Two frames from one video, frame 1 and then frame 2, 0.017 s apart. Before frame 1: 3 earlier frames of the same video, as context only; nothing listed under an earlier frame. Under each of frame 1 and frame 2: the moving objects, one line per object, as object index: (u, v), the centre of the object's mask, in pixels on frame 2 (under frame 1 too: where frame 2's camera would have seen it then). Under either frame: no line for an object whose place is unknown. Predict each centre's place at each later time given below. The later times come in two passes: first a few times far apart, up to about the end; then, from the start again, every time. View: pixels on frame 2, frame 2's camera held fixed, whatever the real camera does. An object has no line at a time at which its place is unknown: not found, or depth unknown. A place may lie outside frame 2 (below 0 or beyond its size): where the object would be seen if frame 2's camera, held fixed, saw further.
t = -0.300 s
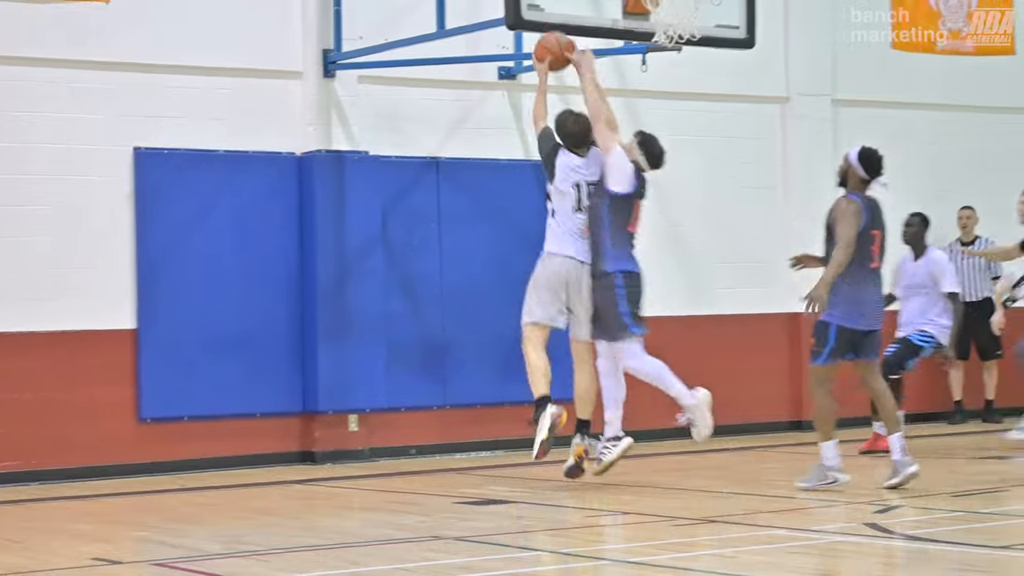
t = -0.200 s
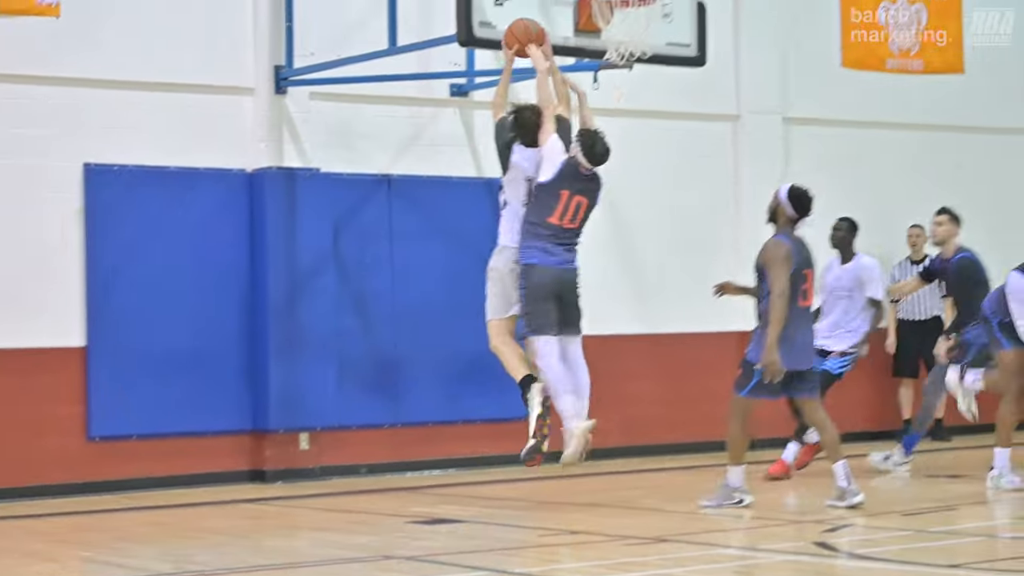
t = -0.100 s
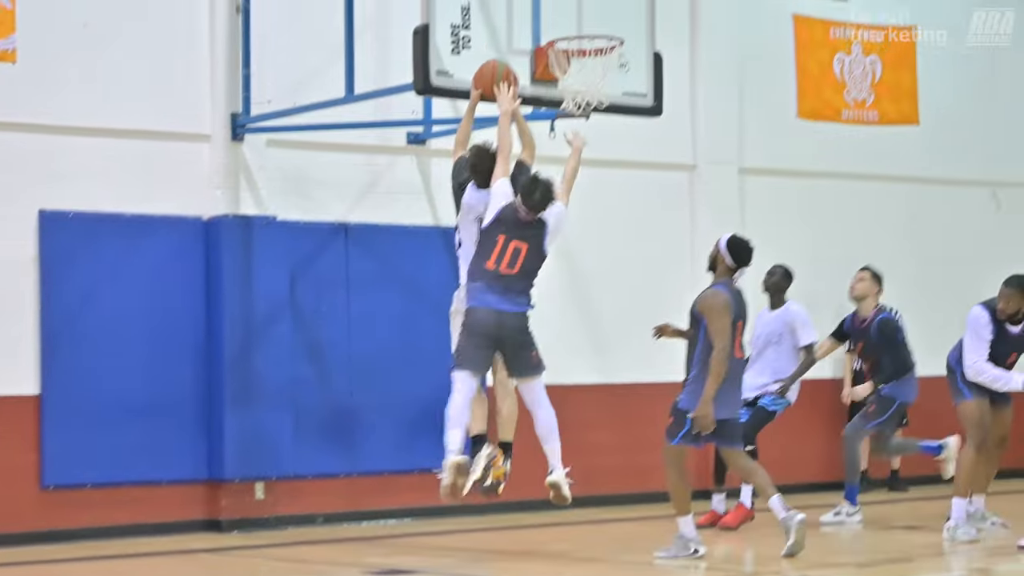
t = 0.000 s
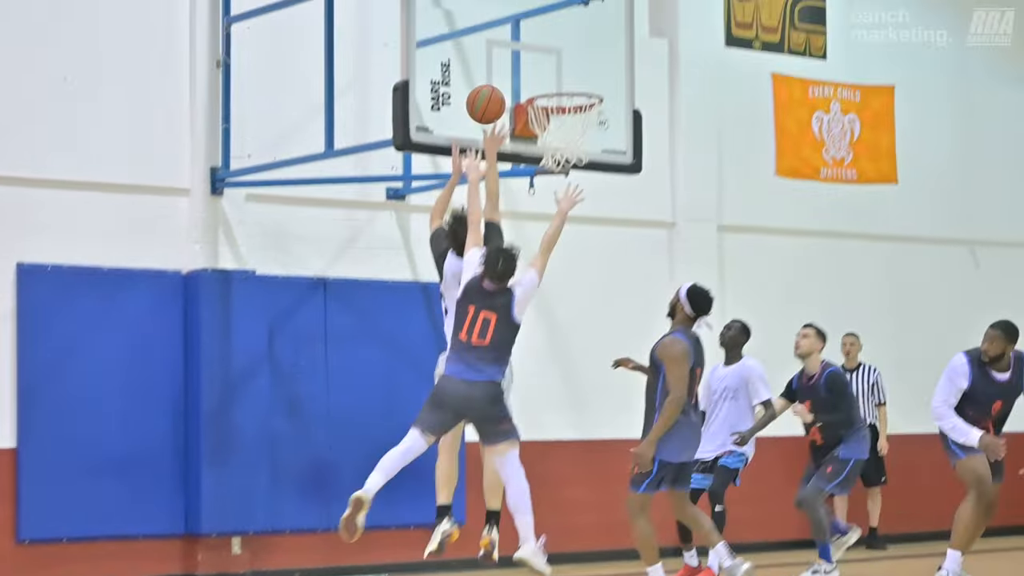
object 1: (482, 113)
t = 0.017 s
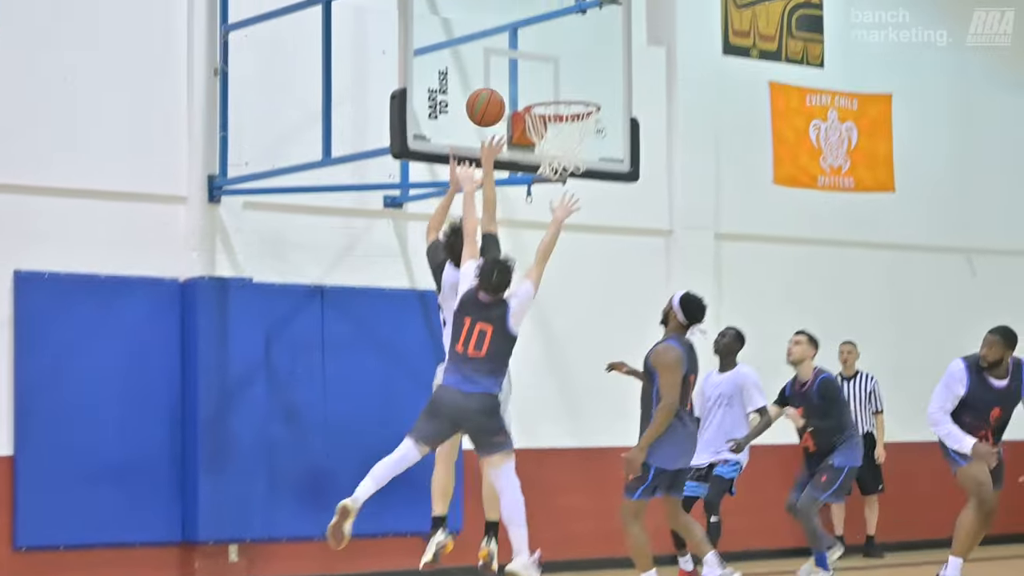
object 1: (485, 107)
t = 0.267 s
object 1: (543, 86)
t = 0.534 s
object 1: (588, 136)
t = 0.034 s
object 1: (488, 102)
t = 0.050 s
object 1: (490, 97)
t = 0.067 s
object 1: (493, 94)
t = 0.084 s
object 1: (495, 90)
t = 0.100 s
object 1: (498, 87)
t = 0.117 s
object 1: (502, 85)
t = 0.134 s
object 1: (507, 84)
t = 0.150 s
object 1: (511, 83)
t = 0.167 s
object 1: (516, 83)
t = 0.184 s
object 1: (520, 82)
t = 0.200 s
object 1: (525, 82)
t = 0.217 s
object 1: (530, 83)
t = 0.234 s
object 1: (534, 84)
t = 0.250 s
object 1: (539, 85)
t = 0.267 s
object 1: (543, 86)
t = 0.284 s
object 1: (547, 88)
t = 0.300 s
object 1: (553, 92)
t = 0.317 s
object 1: (557, 94)
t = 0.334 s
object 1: (562, 100)
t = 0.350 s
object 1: (566, 105)
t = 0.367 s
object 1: (570, 109)
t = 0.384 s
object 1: (575, 114)
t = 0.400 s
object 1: (580, 120)
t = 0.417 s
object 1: (585, 124)
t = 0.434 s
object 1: (587, 128)
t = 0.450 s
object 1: (588, 131)
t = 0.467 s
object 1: (589, 133)
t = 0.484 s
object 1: (589, 134)
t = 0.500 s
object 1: (589, 133)
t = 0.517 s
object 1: (588, 135)
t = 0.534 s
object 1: (588, 136)
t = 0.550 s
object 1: (588, 137)
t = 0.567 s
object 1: (588, 140)
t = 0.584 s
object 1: (585, 149)
